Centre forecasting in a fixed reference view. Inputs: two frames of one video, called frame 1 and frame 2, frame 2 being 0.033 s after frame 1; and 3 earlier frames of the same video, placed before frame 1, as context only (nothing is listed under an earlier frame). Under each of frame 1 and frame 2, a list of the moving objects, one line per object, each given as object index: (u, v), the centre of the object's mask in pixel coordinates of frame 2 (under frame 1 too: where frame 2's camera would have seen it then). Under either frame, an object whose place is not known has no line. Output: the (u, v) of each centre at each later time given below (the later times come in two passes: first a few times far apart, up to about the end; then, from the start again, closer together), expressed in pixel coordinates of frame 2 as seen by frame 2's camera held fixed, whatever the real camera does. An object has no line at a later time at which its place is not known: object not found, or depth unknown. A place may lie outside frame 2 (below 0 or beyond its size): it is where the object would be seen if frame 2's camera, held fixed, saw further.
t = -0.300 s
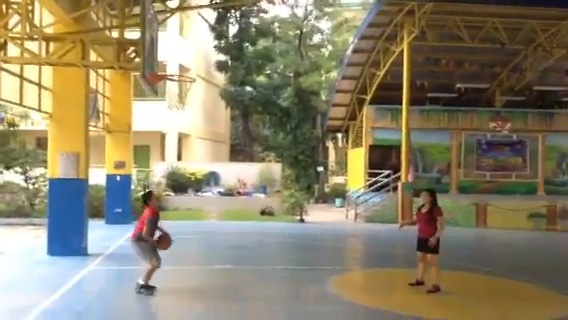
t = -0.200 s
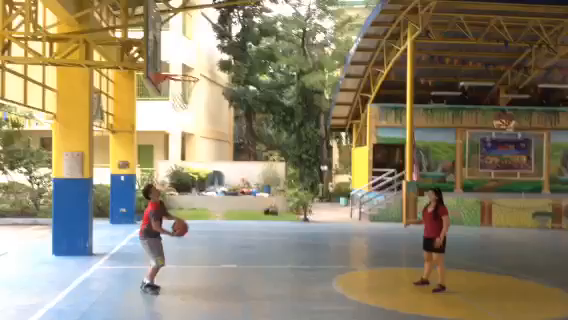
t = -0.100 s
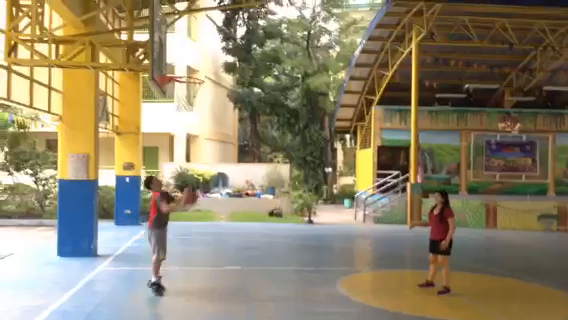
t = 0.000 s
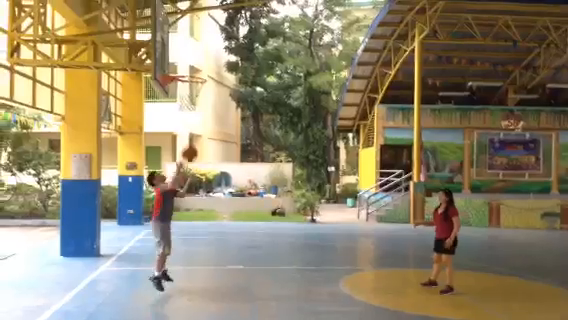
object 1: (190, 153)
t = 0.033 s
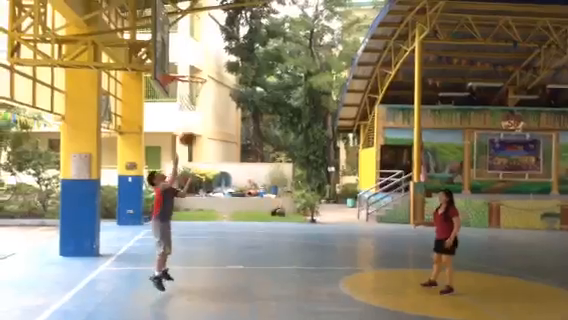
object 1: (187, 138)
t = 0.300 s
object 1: (170, 51)
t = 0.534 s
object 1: (181, 32)
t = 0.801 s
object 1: (197, 61)
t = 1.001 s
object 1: (210, 116)
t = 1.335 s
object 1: (229, 281)
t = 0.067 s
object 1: (185, 125)
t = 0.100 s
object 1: (183, 111)
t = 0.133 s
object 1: (181, 100)
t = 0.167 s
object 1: (178, 88)
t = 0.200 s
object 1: (177, 77)
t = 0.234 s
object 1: (173, 68)
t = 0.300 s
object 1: (170, 51)
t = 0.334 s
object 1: (170, 45)
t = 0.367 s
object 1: (172, 41)
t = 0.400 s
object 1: (174, 38)
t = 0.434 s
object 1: (175, 35)
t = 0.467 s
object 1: (177, 33)
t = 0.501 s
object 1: (179, 32)
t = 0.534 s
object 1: (181, 32)
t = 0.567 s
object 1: (183, 33)
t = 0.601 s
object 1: (185, 35)
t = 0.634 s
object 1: (187, 37)
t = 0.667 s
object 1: (190, 40)
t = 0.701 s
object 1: (192, 44)
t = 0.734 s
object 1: (194, 48)
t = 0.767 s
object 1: (196, 54)
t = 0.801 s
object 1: (197, 61)
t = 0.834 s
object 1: (199, 67)
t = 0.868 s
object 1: (201, 75)
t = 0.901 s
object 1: (203, 84)
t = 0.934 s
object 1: (205, 94)
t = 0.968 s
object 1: (207, 105)
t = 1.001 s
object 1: (210, 116)
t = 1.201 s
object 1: (221, 204)
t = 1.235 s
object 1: (222, 221)
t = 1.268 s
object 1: (223, 240)
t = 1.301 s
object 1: (226, 261)
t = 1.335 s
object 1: (229, 281)
